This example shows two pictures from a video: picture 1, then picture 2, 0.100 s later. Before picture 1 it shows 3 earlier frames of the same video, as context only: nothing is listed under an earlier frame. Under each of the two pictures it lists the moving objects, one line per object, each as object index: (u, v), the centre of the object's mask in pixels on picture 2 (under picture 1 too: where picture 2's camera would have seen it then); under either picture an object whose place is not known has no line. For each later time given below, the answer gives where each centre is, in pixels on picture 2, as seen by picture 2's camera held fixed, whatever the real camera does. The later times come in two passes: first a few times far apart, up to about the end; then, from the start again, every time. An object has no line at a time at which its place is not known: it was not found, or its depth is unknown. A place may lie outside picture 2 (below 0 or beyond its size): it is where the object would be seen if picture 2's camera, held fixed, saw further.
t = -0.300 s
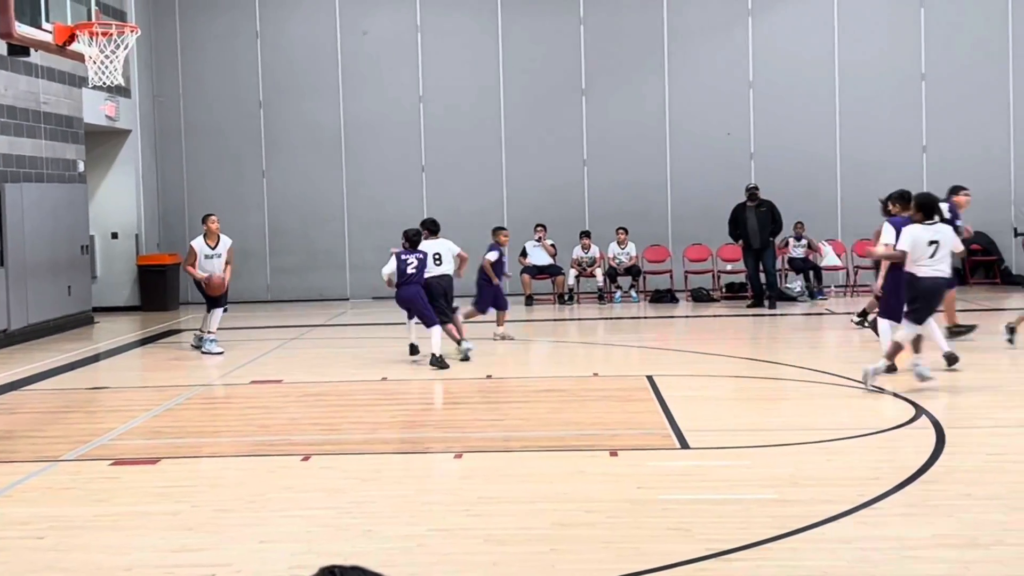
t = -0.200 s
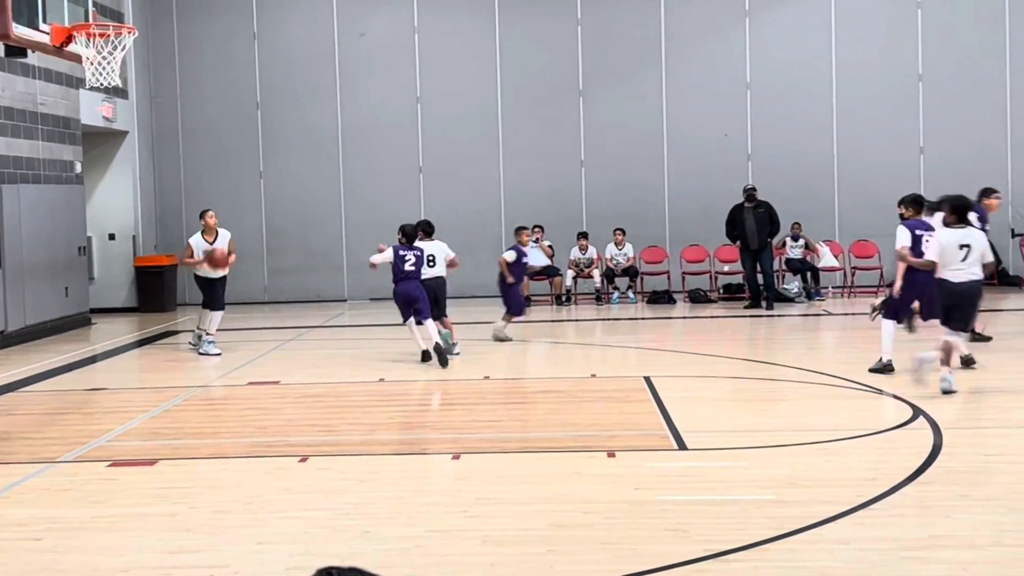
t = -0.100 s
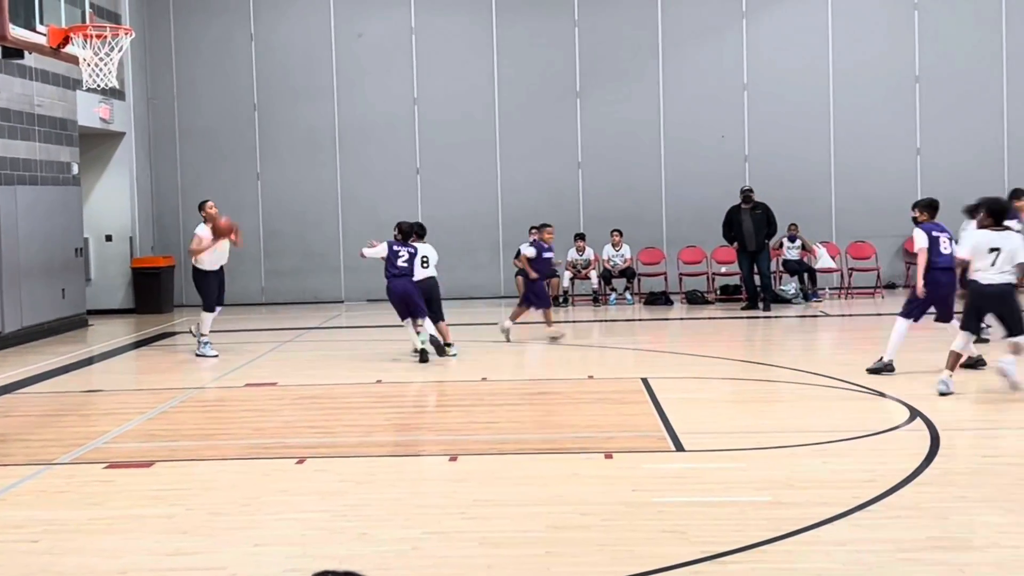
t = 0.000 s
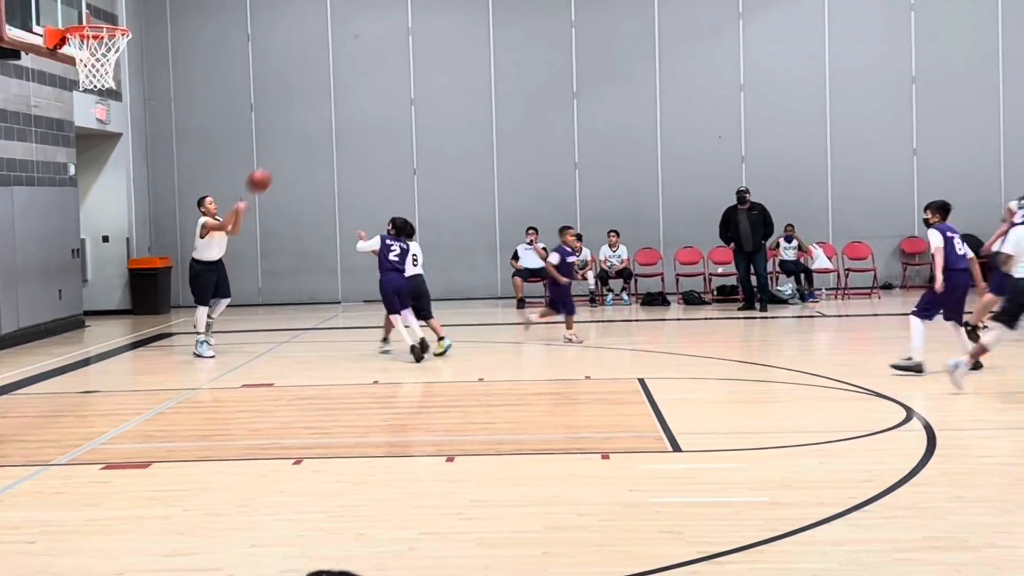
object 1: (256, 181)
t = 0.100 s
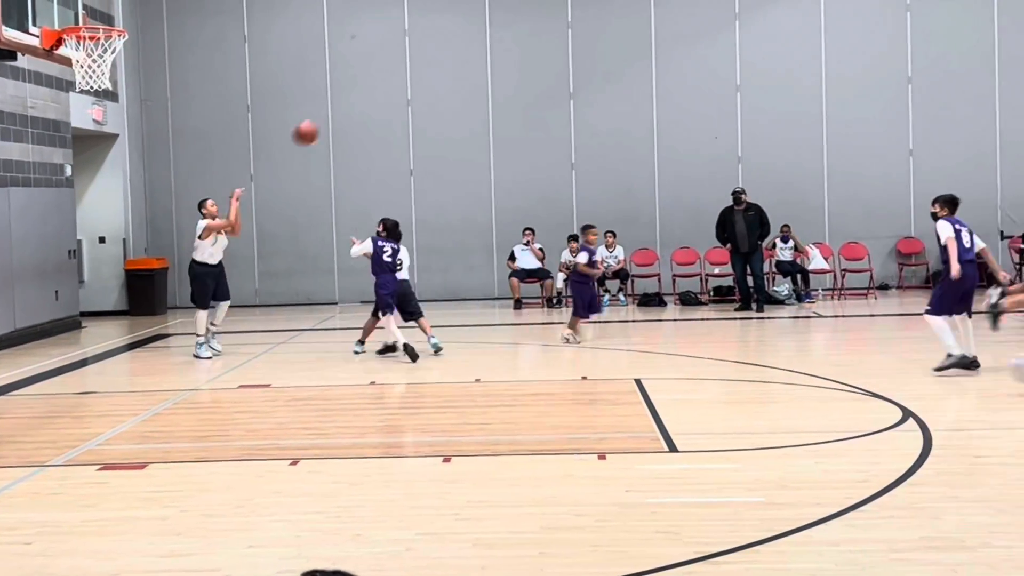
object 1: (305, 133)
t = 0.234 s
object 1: (378, 79)
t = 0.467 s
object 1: (521, 17)
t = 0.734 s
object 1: (716, 11)
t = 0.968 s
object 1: (923, 83)
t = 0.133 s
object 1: (323, 118)
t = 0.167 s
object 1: (342, 104)
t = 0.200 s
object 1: (359, 91)
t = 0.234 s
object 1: (378, 79)
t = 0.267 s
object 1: (397, 67)
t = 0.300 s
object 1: (417, 56)
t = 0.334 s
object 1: (437, 46)
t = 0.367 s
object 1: (457, 37)
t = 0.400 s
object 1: (477, 30)
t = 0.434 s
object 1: (500, 22)
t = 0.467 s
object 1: (521, 17)
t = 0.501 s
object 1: (544, 11)
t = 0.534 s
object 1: (566, 8)
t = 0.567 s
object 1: (590, 7)
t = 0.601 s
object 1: (614, 6)
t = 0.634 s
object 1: (638, 6)
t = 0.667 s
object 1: (664, 7)
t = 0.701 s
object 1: (690, 8)
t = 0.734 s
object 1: (716, 11)
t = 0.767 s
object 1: (744, 17)
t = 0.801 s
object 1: (772, 23)
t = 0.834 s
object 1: (800, 32)
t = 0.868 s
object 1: (830, 42)
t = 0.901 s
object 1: (860, 54)
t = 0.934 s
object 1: (891, 67)
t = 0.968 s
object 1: (923, 83)
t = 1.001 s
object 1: (956, 99)
